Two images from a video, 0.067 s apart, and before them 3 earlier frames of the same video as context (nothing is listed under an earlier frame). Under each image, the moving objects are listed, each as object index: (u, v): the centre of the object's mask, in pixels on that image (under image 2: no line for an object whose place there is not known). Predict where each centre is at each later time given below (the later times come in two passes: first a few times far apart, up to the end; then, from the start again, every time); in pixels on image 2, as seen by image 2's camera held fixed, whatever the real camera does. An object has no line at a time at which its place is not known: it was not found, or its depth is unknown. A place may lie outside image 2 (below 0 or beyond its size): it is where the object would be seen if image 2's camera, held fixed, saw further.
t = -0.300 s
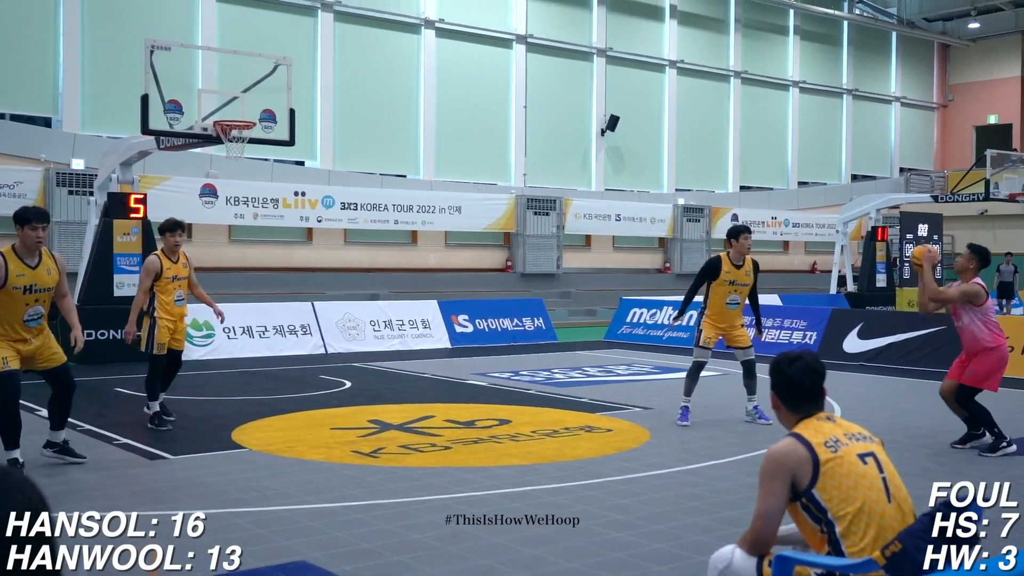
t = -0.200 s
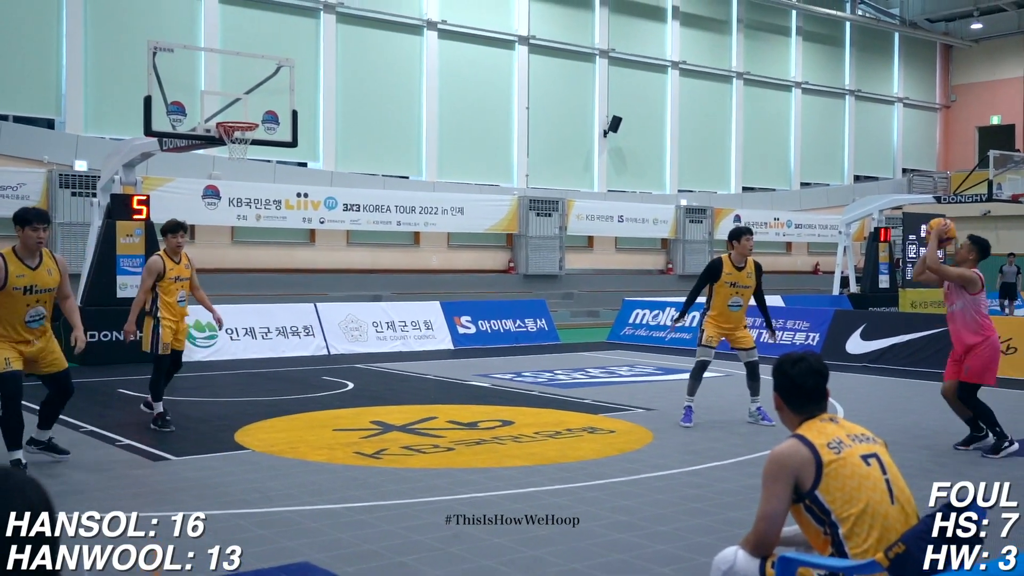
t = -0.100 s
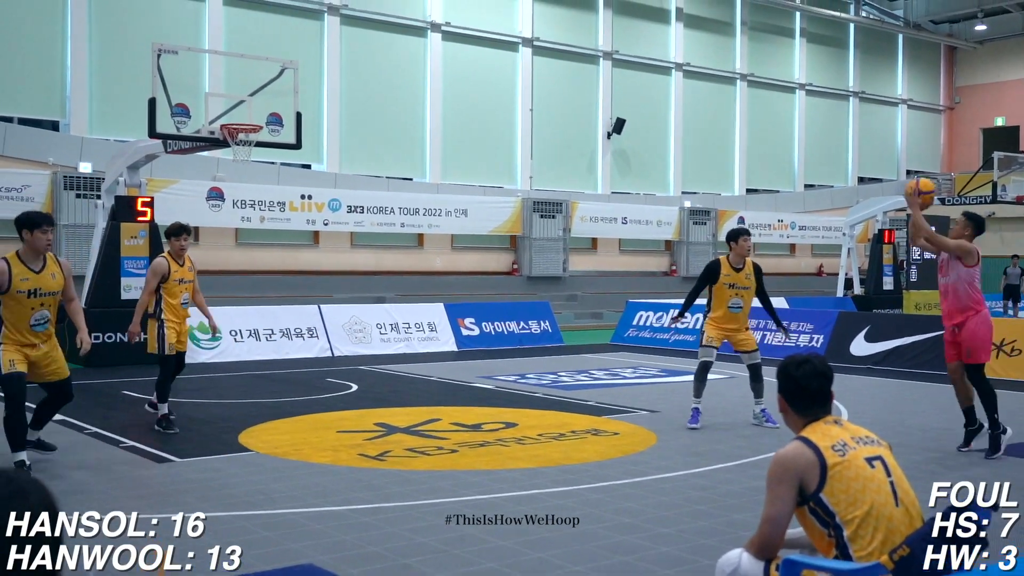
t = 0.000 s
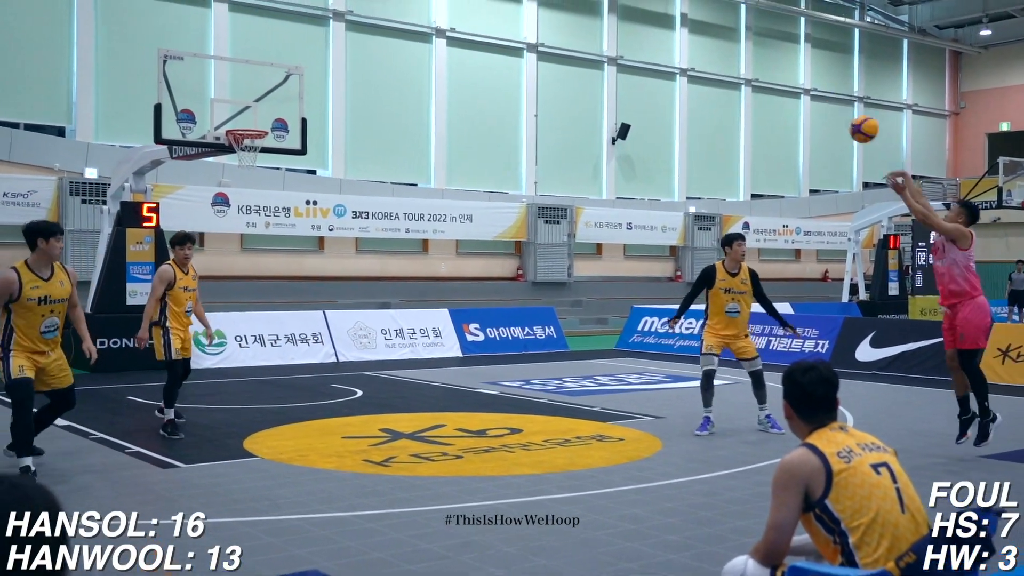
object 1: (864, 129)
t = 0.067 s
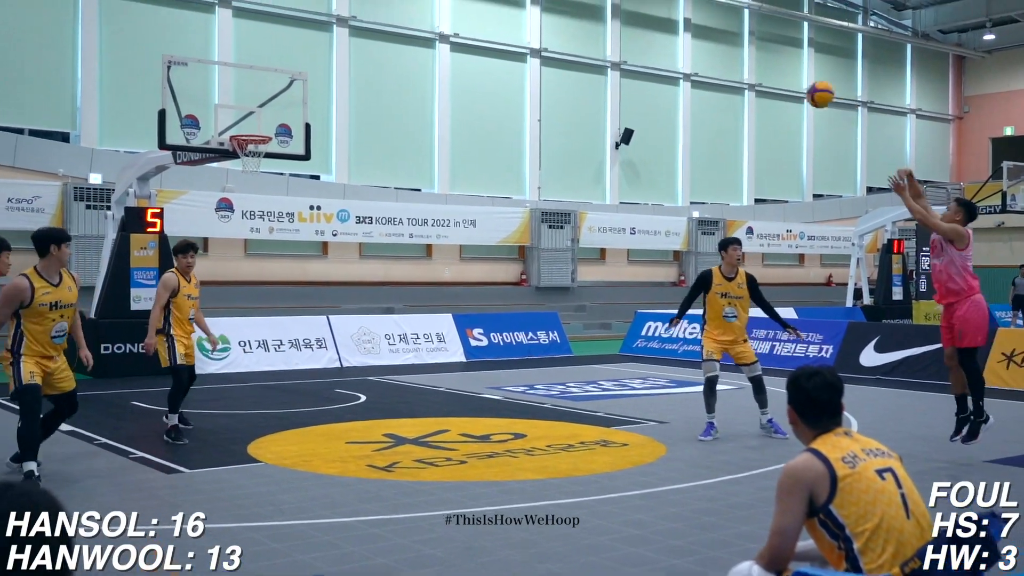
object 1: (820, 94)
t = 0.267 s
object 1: (692, 16)
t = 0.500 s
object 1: (563, -15)
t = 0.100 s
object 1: (797, 78)
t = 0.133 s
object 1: (775, 62)
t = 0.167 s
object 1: (754, 48)
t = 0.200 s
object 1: (732, 36)
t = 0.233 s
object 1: (712, 25)
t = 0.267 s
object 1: (692, 16)
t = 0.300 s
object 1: (672, 8)
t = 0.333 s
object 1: (653, 1)
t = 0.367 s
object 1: (634, -4)
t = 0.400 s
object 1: (615, -9)
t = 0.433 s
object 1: (598, -13)
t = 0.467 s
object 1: (581, -13)
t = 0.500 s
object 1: (563, -15)
